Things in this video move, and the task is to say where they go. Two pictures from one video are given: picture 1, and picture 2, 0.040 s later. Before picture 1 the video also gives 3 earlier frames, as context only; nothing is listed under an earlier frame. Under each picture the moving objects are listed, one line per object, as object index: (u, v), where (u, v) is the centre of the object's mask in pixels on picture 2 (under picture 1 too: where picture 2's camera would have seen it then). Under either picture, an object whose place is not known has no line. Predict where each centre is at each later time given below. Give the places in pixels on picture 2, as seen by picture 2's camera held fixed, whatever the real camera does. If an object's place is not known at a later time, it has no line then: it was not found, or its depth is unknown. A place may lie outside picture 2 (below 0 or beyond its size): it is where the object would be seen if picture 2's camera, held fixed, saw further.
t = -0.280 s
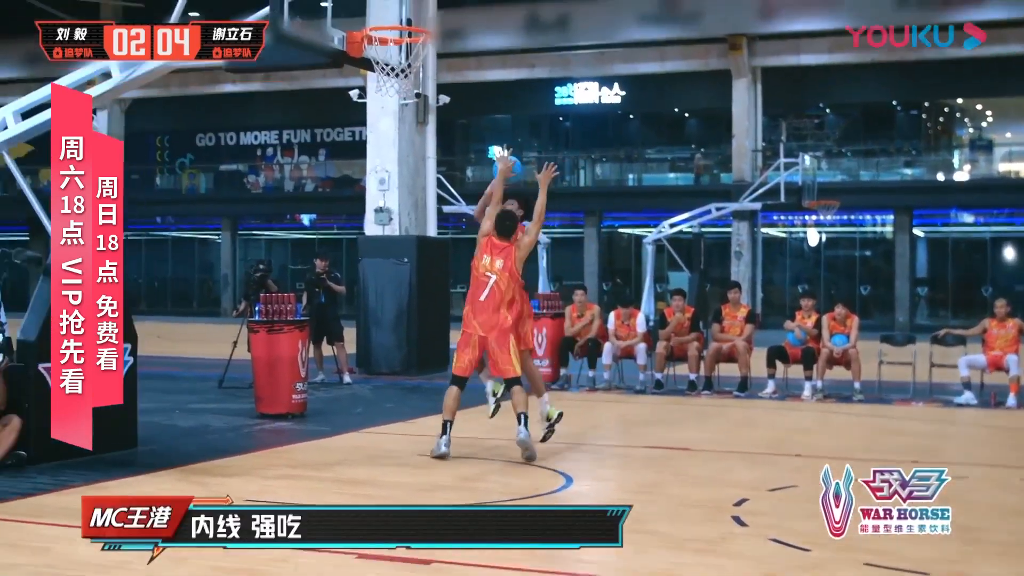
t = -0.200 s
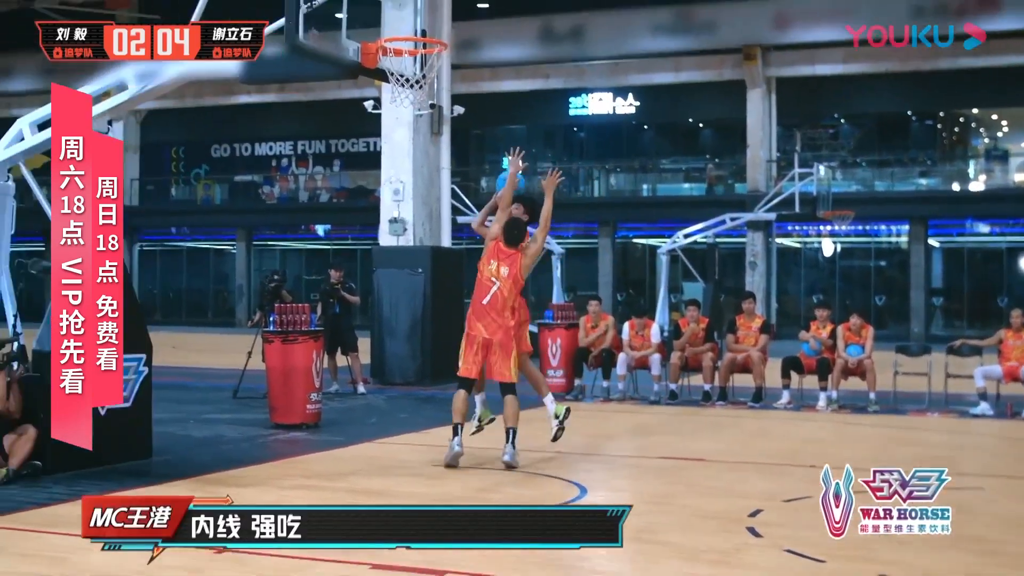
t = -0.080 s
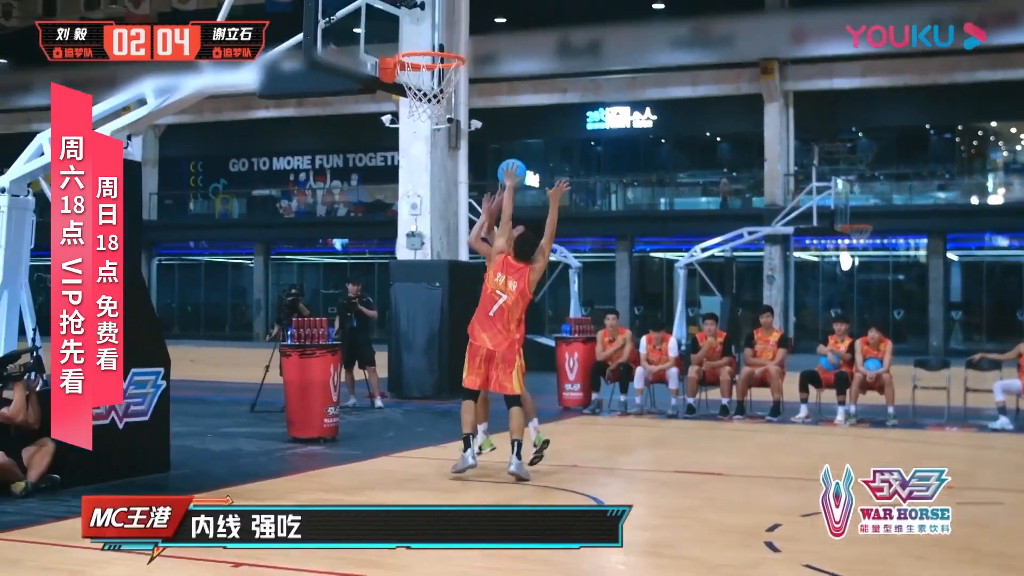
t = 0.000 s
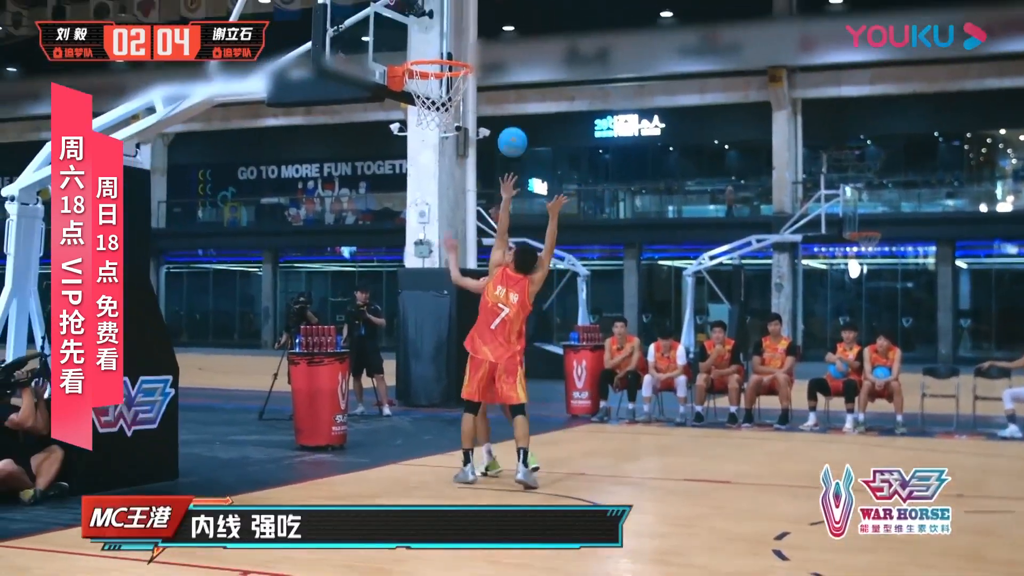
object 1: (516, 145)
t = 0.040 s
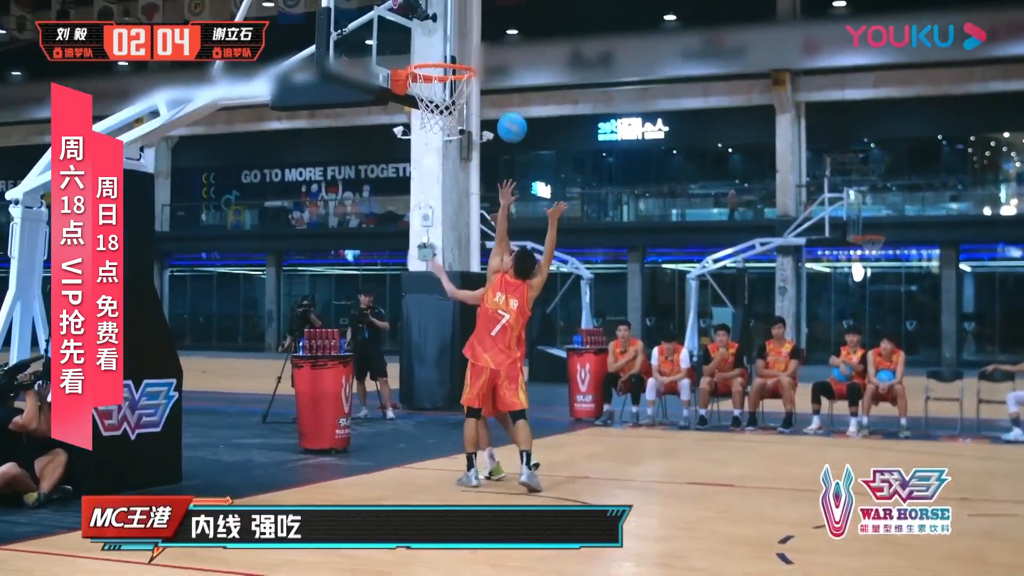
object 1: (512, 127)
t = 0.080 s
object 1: (508, 111)
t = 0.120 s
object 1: (504, 96)
